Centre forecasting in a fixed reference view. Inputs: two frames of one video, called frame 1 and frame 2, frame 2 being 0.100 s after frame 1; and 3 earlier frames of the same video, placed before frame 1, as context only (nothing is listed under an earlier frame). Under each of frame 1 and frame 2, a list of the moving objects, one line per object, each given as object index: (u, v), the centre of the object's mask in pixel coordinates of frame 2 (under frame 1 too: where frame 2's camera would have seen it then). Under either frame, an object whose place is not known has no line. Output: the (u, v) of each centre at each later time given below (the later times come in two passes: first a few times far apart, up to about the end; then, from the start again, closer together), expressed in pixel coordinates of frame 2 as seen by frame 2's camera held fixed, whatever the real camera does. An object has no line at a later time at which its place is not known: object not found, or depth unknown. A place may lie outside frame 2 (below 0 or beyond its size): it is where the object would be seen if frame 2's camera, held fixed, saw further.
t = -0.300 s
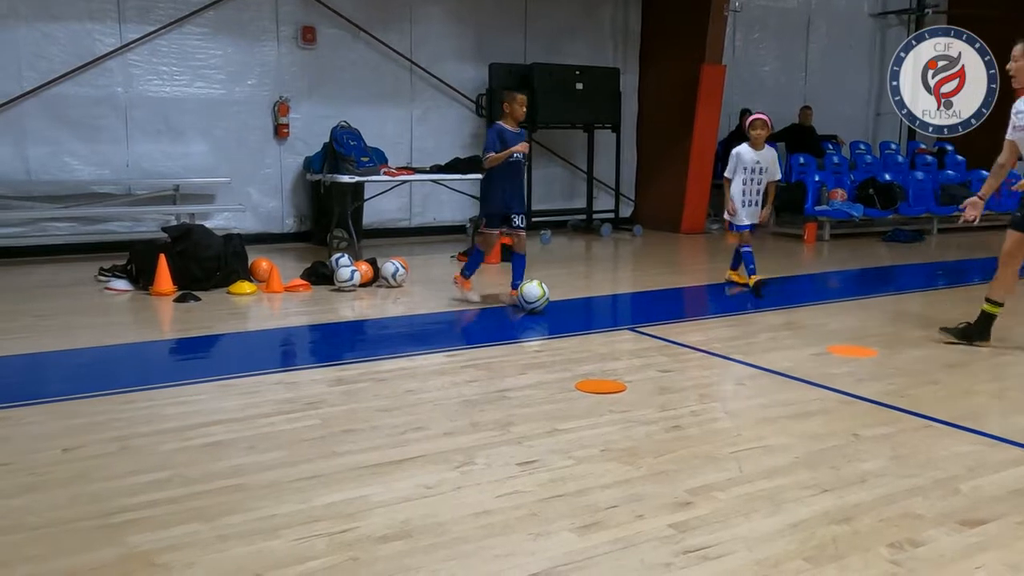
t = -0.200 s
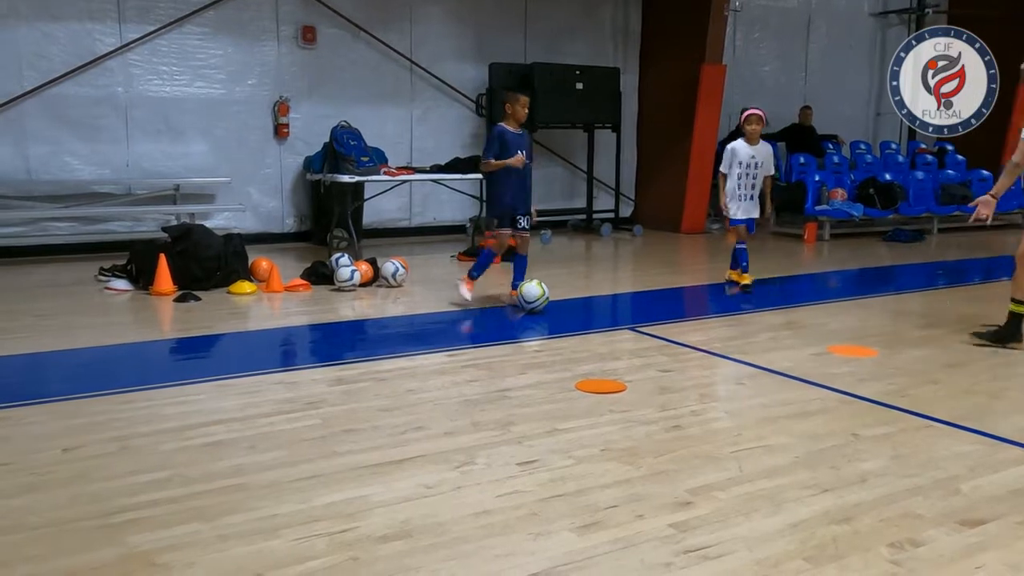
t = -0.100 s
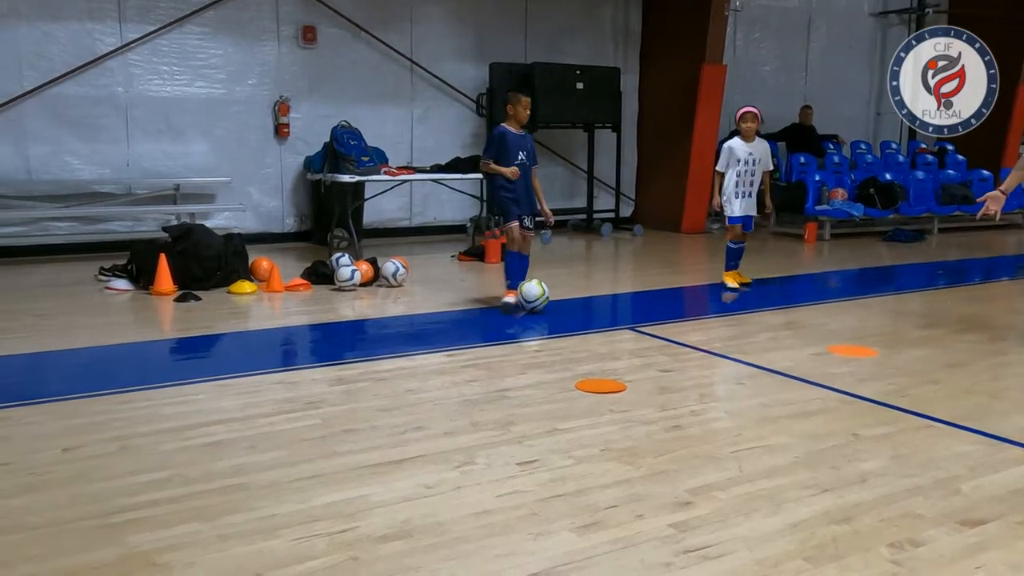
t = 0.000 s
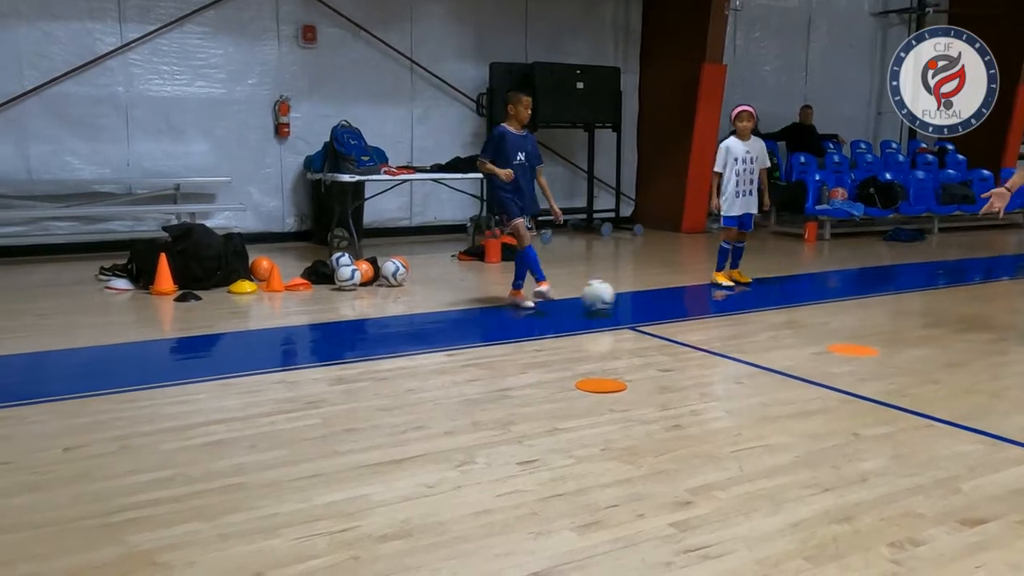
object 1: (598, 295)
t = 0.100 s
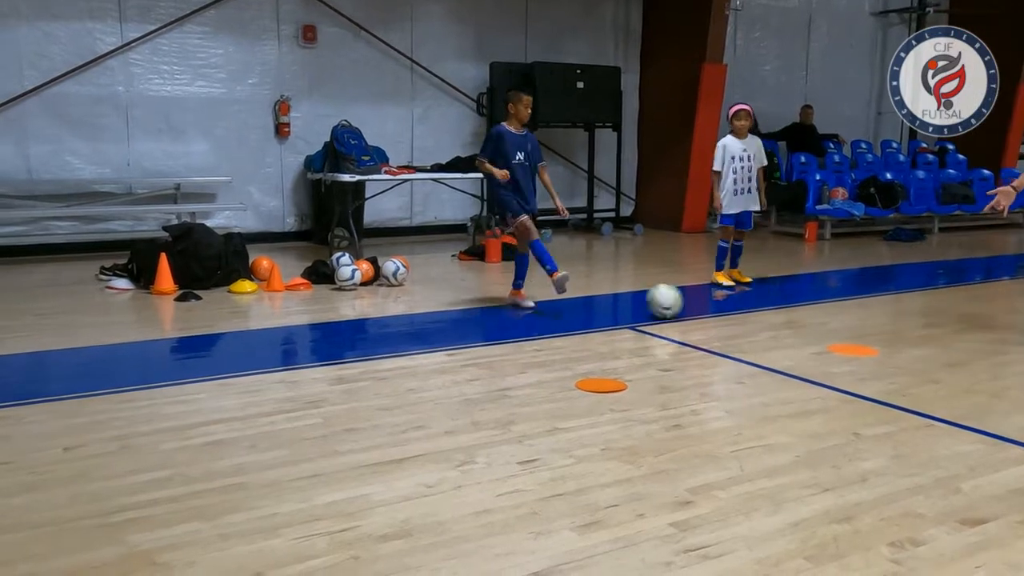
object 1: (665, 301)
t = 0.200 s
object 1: (728, 305)
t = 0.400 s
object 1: (841, 313)
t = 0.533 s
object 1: (913, 316)
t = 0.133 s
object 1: (686, 303)
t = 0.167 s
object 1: (706, 304)
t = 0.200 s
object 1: (728, 305)
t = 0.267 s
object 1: (767, 308)
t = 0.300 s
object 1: (787, 309)
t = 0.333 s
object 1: (805, 310)
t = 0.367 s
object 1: (825, 312)
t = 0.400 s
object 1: (841, 313)
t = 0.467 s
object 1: (879, 314)
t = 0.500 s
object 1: (894, 315)
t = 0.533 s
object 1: (913, 316)
